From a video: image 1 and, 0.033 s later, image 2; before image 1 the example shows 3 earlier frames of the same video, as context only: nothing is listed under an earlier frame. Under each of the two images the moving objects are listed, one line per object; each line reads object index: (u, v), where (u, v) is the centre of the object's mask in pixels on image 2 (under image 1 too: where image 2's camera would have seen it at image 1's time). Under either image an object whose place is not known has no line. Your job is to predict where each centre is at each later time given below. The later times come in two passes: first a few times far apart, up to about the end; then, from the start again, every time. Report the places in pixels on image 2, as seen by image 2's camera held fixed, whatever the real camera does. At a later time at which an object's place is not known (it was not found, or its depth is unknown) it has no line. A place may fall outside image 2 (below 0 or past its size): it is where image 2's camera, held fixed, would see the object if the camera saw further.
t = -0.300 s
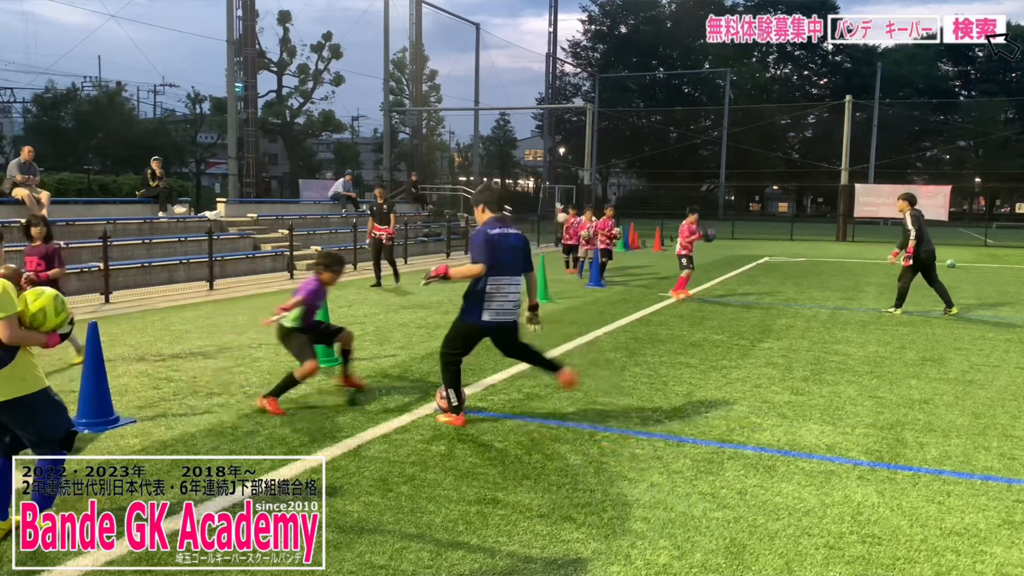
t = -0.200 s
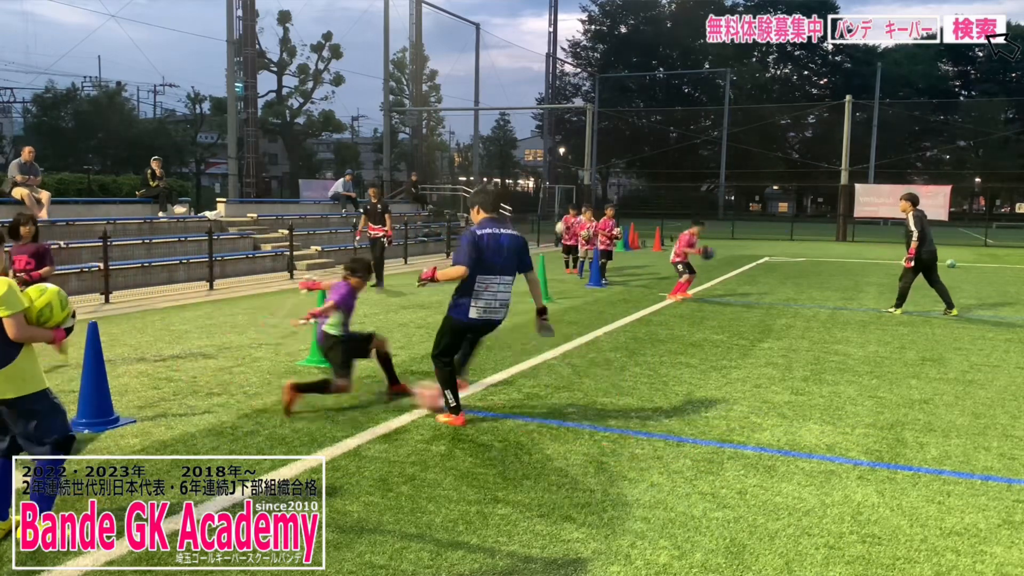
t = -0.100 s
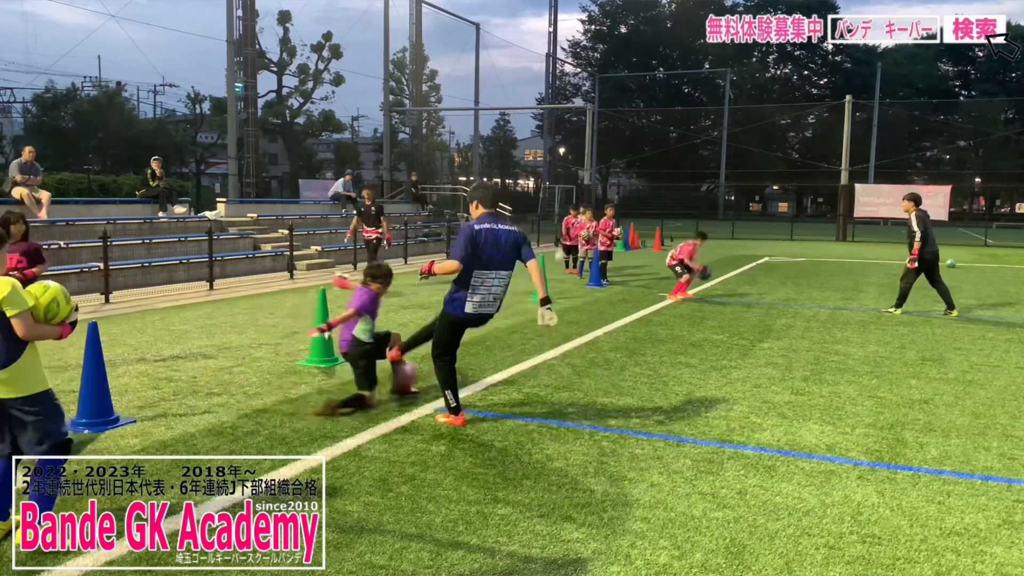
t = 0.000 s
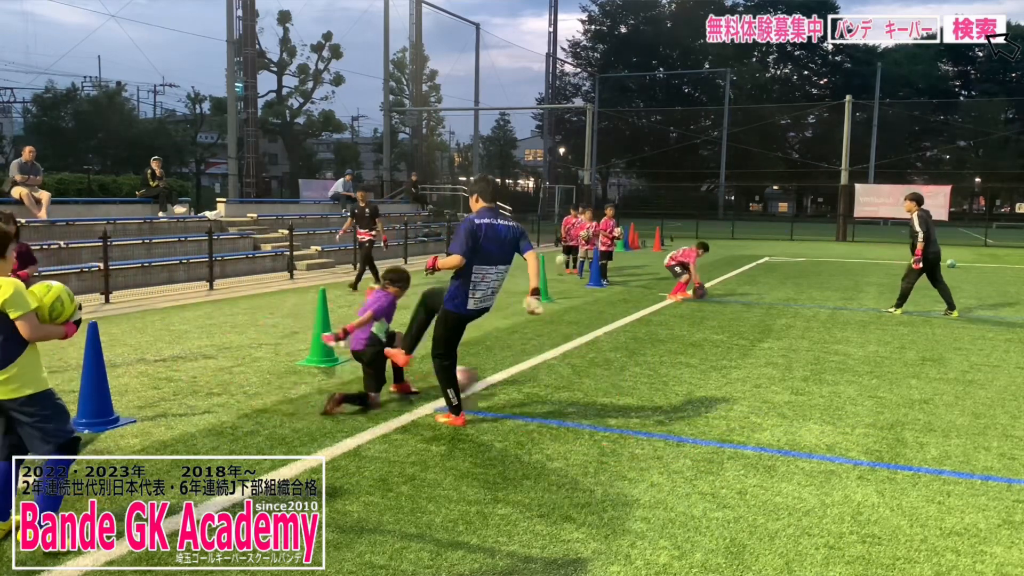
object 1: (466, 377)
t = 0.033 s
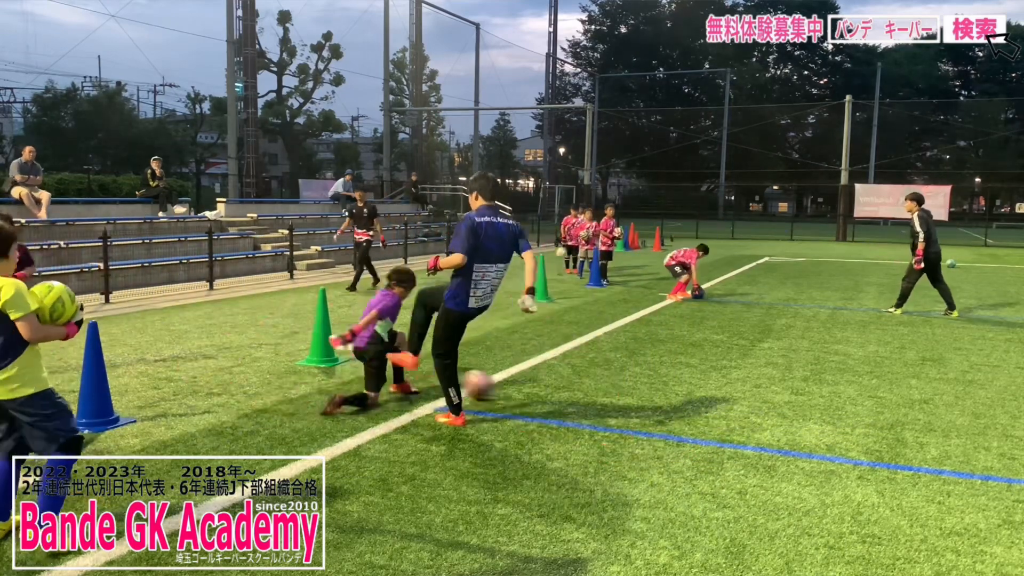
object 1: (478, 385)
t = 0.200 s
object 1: (545, 386)
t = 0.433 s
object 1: (614, 397)
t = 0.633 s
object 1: (662, 403)
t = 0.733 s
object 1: (684, 406)
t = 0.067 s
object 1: (493, 387)
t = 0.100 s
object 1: (507, 385)
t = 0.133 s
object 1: (520, 384)
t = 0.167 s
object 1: (532, 384)
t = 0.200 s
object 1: (545, 386)
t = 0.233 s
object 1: (558, 390)
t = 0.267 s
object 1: (570, 394)
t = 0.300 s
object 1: (579, 392)
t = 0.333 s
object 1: (587, 392)
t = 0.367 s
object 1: (596, 393)
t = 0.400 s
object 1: (606, 396)
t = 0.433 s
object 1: (614, 397)
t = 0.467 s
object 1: (622, 397)
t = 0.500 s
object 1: (630, 398)
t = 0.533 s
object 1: (638, 401)
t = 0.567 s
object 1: (646, 402)
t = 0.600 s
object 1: (653, 402)
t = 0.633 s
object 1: (662, 403)
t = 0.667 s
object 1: (669, 404)
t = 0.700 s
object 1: (676, 404)
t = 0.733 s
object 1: (684, 406)
